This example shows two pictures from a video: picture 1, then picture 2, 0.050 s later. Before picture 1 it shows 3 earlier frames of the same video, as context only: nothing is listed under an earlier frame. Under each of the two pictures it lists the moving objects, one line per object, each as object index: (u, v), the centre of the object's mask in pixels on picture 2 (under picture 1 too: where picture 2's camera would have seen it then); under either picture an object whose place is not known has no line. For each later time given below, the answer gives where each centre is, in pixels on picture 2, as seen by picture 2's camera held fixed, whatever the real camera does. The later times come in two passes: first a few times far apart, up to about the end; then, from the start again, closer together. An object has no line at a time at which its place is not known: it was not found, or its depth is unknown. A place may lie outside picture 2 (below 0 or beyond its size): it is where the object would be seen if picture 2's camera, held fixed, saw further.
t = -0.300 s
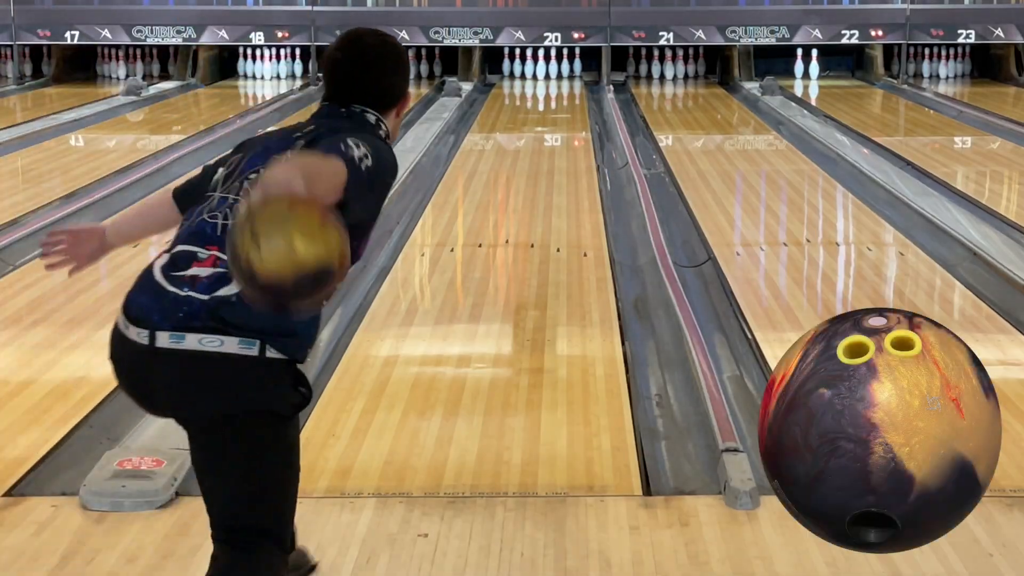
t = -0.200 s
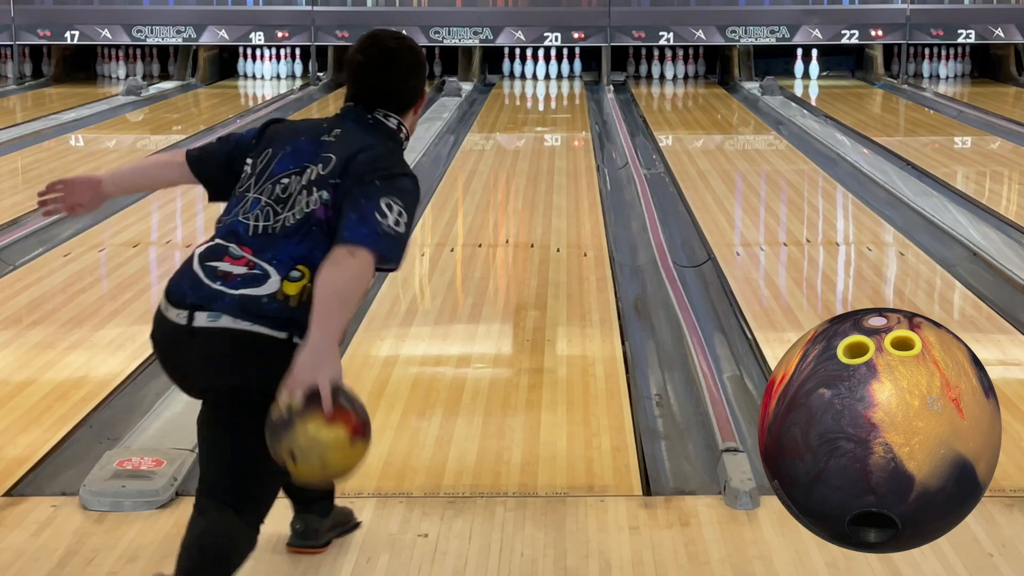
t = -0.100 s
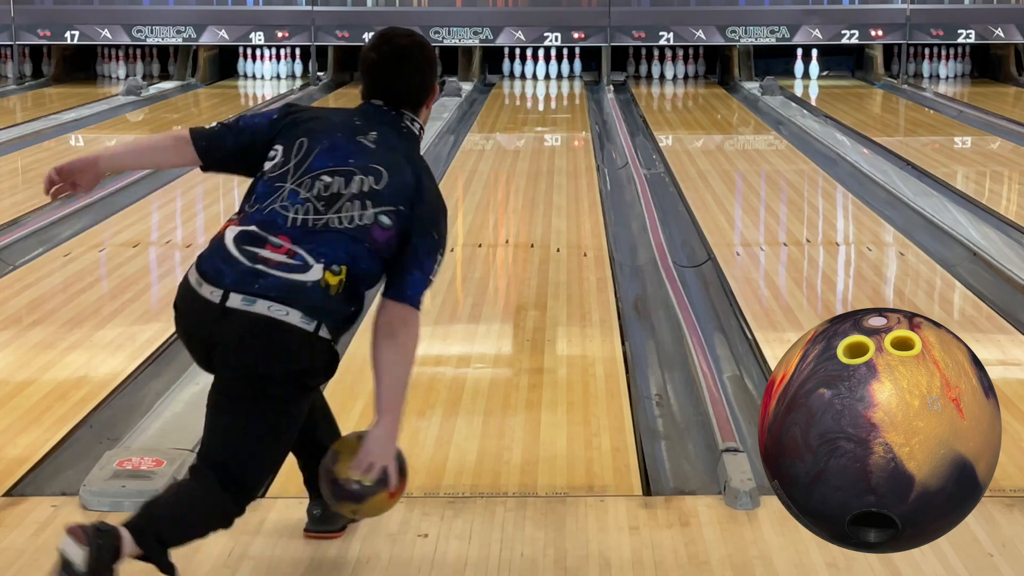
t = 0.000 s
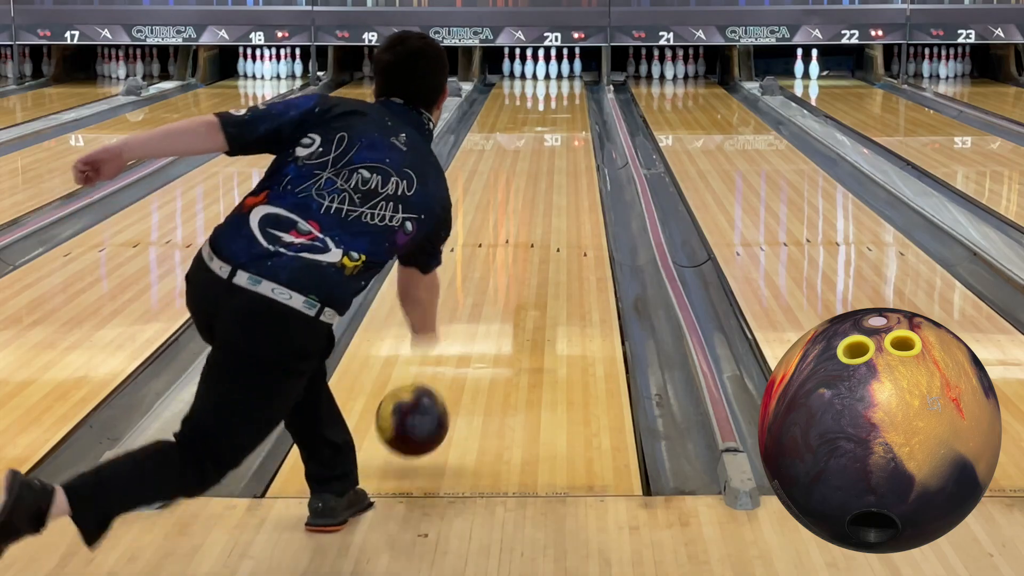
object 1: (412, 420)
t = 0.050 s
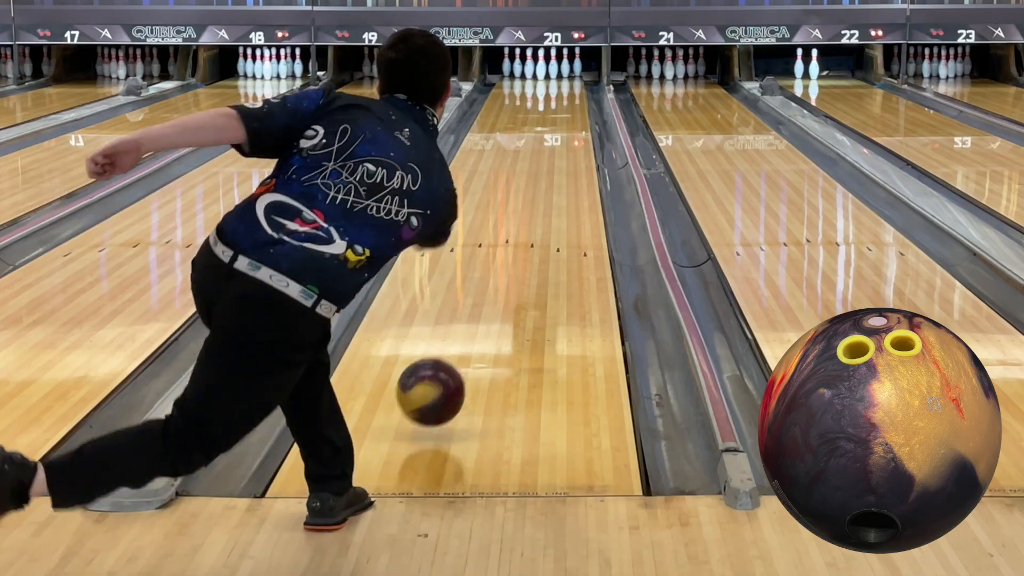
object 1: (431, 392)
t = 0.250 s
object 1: (483, 305)
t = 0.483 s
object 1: (518, 240)
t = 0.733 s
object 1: (543, 188)
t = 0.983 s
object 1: (557, 154)
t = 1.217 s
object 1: (566, 130)
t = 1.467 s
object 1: (570, 111)
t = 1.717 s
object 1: (570, 97)
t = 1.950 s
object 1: (566, 86)
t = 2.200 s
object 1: (556, 77)
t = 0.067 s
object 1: (436, 385)
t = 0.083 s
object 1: (442, 379)
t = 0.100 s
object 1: (446, 374)
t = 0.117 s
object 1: (451, 365)
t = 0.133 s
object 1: (456, 357)
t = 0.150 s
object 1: (460, 348)
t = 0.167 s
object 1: (464, 341)
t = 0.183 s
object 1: (468, 333)
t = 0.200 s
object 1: (472, 326)
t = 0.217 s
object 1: (476, 319)
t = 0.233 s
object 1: (479, 312)
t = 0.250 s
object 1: (483, 305)
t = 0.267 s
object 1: (486, 299)
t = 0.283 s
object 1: (488, 293)
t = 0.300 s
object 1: (492, 287)
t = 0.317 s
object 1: (495, 282)
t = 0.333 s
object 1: (498, 277)
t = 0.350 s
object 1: (500, 271)
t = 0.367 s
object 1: (503, 266)
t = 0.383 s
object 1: (505, 261)
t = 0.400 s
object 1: (508, 257)
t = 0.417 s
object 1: (510, 252)
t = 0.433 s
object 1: (512, 248)
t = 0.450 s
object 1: (514, 244)
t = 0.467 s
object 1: (516, 240)
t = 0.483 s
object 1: (518, 240)
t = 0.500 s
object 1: (519, 244)
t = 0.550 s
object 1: (529, 219)
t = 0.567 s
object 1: (528, 218)
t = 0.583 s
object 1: (529, 214)
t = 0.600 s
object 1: (531, 211)
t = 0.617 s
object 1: (532, 208)
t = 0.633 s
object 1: (534, 205)
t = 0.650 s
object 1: (536, 202)
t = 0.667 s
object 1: (537, 199)
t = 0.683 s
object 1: (538, 196)
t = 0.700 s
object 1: (540, 193)
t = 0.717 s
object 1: (541, 191)
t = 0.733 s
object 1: (543, 188)
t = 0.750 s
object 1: (544, 185)
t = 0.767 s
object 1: (544, 183)
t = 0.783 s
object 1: (546, 180)
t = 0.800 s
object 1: (547, 177)
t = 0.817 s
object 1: (548, 175)
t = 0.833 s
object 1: (549, 173)
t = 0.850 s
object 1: (550, 170)
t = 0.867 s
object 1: (551, 168)
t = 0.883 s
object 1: (552, 166)
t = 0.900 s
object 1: (553, 164)
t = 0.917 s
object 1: (554, 162)
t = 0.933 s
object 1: (555, 160)
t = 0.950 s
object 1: (555, 158)
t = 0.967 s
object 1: (557, 155)
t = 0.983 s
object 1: (557, 154)
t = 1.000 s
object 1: (558, 152)
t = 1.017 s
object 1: (559, 150)
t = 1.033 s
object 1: (560, 148)
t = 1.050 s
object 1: (560, 146)
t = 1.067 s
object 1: (561, 144)
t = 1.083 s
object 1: (561, 143)
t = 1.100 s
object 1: (562, 141)
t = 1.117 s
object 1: (562, 140)
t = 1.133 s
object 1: (563, 138)
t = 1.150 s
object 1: (564, 136)
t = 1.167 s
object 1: (565, 135)
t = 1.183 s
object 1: (566, 133)
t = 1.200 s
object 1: (566, 132)
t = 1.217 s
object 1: (566, 130)
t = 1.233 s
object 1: (566, 129)
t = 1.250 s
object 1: (566, 128)
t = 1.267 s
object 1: (567, 126)
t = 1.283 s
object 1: (567, 125)
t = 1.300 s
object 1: (568, 123)
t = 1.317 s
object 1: (568, 122)
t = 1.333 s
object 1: (569, 121)
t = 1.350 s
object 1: (569, 120)
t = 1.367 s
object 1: (570, 118)
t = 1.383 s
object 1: (569, 117)
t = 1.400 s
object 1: (569, 116)
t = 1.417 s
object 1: (569, 115)
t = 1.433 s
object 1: (570, 114)
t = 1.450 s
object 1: (571, 113)
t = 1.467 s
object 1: (570, 111)
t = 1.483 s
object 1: (571, 110)
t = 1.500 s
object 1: (572, 110)
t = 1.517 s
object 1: (572, 108)
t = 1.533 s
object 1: (571, 107)
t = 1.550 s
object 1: (571, 106)
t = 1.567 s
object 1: (571, 106)
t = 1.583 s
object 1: (571, 105)
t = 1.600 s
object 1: (571, 103)
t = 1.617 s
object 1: (572, 103)
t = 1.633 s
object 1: (571, 101)
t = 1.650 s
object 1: (572, 100)
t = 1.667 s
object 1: (572, 99)
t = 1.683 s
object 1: (572, 98)
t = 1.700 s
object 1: (571, 97)
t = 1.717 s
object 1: (570, 97)
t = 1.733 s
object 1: (570, 96)
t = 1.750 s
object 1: (570, 95)
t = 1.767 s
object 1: (570, 94)
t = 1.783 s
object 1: (570, 94)
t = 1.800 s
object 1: (569, 92)
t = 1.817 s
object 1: (569, 92)
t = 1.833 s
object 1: (569, 91)
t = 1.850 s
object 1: (569, 90)
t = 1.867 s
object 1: (568, 90)
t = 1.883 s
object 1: (567, 88)
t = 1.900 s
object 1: (567, 88)
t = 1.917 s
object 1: (566, 87)
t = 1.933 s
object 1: (566, 86)
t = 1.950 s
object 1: (566, 86)
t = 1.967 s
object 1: (566, 85)
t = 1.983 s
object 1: (565, 84)
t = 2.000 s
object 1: (564, 83)
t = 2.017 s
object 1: (563, 82)
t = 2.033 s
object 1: (563, 82)
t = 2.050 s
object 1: (563, 82)
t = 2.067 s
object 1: (562, 81)
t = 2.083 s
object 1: (561, 81)
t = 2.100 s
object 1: (560, 80)
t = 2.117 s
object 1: (559, 79)
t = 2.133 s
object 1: (559, 79)
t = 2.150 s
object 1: (558, 78)
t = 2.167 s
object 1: (557, 78)
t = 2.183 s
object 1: (556, 78)
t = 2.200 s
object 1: (556, 77)
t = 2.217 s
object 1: (555, 77)
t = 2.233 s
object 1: (554, 76)
